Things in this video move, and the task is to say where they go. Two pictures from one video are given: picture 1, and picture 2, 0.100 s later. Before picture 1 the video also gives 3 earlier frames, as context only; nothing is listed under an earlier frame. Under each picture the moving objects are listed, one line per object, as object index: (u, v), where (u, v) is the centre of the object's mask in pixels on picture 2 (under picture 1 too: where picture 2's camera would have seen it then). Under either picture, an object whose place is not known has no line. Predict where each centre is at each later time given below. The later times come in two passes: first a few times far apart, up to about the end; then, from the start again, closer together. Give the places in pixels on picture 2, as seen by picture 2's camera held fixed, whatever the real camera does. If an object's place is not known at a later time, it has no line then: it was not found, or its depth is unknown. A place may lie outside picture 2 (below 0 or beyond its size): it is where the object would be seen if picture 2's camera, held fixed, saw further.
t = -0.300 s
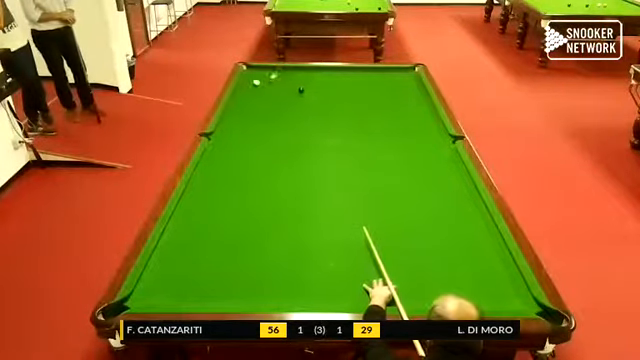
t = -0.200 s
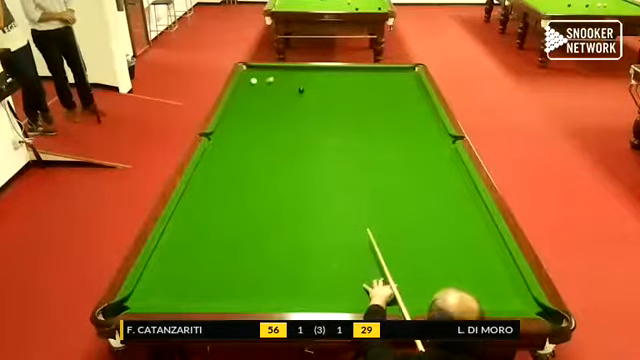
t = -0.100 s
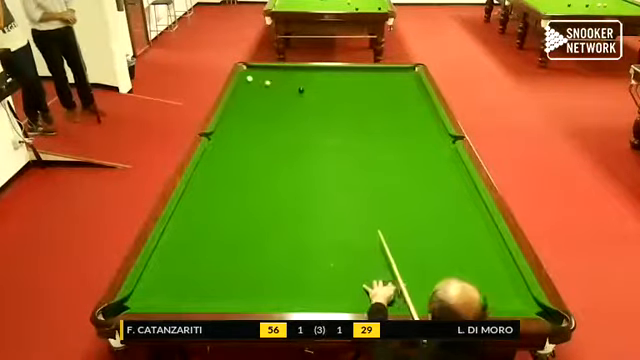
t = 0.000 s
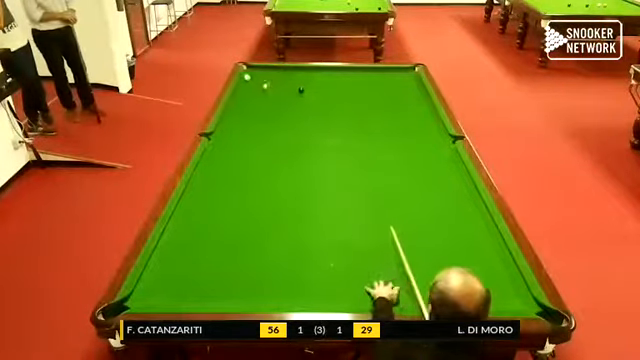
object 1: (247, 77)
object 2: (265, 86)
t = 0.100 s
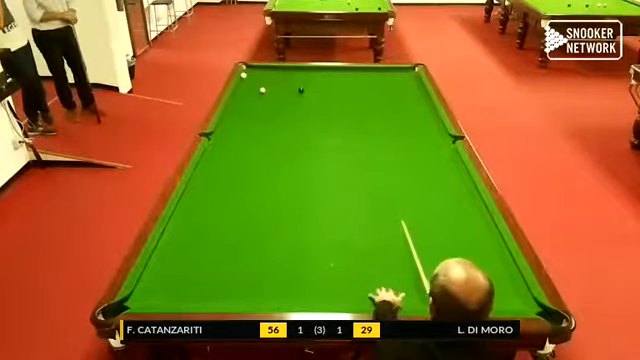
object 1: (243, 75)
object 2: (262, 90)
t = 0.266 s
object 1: (248, 72)
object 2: (256, 97)
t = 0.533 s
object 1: (256, 69)
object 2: (249, 107)
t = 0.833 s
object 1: (262, 66)
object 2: (239, 119)
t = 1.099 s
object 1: (266, 67)
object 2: (231, 131)
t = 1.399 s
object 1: (271, 70)
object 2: (220, 144)
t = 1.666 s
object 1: (274, 71)
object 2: (211, 157)
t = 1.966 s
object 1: (277, 72)
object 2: (197, 173)
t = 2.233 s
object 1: (279, 73)
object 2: (189, 188)
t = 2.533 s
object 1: (282, 74)
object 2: (184, 205)
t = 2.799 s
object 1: (283, 75)
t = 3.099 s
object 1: (284, 75)
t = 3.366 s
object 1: (285, 76)
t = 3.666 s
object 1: (285, 76)
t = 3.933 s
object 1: (285, 76)
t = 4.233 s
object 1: (285, 76)
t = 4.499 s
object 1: (285, 76)
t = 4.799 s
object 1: (285, 76)
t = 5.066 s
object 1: (285, 76)
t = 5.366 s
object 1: (285, 76)
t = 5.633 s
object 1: (285, 76)
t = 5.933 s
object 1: (285, 76)
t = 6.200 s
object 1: (285, 76)
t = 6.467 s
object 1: (285, 76)
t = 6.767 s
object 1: (285, 76)
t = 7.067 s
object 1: (285, 76)
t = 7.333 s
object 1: (285, 76)
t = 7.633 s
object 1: (285, 76)
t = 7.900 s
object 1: (285, 76)
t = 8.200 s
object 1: (285, 76)
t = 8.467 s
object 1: (285, 76)
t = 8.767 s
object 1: (285, 76)
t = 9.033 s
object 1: (285, 76)
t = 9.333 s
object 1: (285, 76)
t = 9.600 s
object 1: (285, 76)
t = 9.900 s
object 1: (285, 76)
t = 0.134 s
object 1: (244, 75)
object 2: (262, 91)
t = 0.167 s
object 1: (244, 75)
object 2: (260, 92)
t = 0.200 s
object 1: (246, 74)
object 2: (259, 94)
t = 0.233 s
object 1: (247, 73)
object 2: (257, 96)
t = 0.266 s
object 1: (248, 72)
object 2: (256, 97)
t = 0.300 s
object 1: (249, 72)
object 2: (255, 98)
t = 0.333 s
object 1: (251, 72)
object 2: (255, 100)
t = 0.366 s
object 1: (251, 72)
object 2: (253, 101)
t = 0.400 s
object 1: (253, 71)
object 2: (253, 102)
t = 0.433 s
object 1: (254, 70)
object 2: (252, 103)
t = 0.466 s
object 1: (254, 70)
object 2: (251, 104)
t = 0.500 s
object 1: (254, 70)
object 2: (250, 105)
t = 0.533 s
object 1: (256, 69)
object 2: (249, 107)
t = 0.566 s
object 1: (257, 69)
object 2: (248, 108)
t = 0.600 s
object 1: (257, 69)
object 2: (247, 109)
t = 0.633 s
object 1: (258, 68)
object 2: (245, 111)
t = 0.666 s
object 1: (259, 68)
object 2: (244, 112)
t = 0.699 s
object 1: (260, 68)
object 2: (243, 114)
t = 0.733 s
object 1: (260, 68)
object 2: (242, 115)
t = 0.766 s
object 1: (261, 67)
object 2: (241, 116)
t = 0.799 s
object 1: (261, 67)
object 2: (240, 118)
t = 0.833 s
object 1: (262, 66)
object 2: (239, 119)
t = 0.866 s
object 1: (262, 66)
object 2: (238, 120)
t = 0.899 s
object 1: (263, 66)
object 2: (237, 122)
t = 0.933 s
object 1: (264, 67)
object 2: (236, 123)
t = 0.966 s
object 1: (265, 67)
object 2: (235, 125)
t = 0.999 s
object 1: (265, 67)
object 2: (234, 126)
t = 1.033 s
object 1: (266, 67)
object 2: (233, 128)
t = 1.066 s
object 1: (266, 67)
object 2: (232, 129)
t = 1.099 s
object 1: (266, 67)
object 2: (231, 131)
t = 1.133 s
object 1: (266, 67)
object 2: (230, 132)
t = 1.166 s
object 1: (267, 67)
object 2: (229, 133)
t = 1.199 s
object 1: (267, 67)
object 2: (228, 135)
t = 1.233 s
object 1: (269, 69)
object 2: (227, 137)
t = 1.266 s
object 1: (269, 69)
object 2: (225, 138)
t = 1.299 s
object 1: (270, 69)
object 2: (224, 140)
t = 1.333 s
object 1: (270, 69)
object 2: (223, 141)
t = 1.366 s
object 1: (270, 70)
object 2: (221, 143)
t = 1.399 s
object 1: (271, 70)
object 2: (220, 144)
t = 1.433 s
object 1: (271, 70)
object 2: (219, 146)
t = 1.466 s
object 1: (271, 70)
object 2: (218, 148)
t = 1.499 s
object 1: (272, 70)
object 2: (216, 149)
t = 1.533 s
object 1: (273, 71)
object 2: (216, 151)
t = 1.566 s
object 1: (273, 71)
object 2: (215, 152)
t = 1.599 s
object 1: (273, 71)
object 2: (213, 154)
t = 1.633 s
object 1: (274, 71)
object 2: (211, 156)
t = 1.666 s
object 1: (274, 71)
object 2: (211, 157)
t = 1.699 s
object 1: (275, 71)
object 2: (209, 159)
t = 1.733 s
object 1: (275, 71)
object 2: (208, 161)
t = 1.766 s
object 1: (275, 72)
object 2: (206, 163)
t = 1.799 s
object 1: (275, 72)
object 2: (205, 164)
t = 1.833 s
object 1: (275, 72)
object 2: (204, 166)
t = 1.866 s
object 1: (276, 72)
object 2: (203, 168)
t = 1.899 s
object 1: (276, 72)
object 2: (202, 169)
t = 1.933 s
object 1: (277, 72)
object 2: (199, 172)
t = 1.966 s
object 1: (277, 72)
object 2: (197, 173)
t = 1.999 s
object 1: (277, 72)
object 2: (196, 175)
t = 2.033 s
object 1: (278, 73)
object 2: (195, 177)
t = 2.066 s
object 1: (278, 73)
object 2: (194, 179)
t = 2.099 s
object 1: (278, 73)
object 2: (192, 181)
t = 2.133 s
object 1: (278, 73)
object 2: (192, 183)
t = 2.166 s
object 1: (279, 73)
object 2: (191, 185)
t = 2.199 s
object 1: (279, 73)
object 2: (190, 186)
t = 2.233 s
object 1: (279, 73)
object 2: (189, 188)
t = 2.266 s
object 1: (280, 74)
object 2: (189, 190)
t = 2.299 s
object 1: (280, 74)
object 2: (188, 192)
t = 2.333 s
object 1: (280, 74)
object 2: (188, 194)
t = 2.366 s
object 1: (280, 74)
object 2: (187, 196)
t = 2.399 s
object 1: (280, 74)
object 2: (187, 198)
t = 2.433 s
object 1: (280, 74)
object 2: (186, 199)
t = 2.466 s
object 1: (281, 74)
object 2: (186, 201)
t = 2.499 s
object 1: (282, 74)
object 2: (185, 203)
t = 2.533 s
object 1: (282, 74)
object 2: (184, 205)
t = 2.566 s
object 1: (282, 74)
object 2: (183, 207)
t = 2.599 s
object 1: (282, 74)
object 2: (184, 209)
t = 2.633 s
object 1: (282, 75)
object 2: (183, 211)
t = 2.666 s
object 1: (282, 75)
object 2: (182, 213)
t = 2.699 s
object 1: (283, 75)
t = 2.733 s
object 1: (283, 75)
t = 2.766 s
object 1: (283, 75)
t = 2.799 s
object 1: (283, 75)
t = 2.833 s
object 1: (283, 75)
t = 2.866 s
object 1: (284, 75)
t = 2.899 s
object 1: (283, 75)
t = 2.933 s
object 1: (283, 75)
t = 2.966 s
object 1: (283, 75)
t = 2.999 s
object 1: (284, 75)
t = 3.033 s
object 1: (284, 75)
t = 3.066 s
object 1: (284, 75)
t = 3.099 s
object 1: (284, 75)
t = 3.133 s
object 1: (284, 75)
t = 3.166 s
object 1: (284, 75)
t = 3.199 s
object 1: (284, 75)
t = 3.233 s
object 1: (284, 75)
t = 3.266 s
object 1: (284, 75)
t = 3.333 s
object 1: (284, 75)
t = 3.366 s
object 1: (285, 76)
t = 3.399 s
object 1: (285, 76)
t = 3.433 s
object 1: (285, 76)
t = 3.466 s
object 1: (285, 76)
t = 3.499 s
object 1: (285, 76)
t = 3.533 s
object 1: (285, 76)
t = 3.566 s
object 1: (285, 76)
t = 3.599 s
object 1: (285, 76)
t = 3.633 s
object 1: (285, 76)
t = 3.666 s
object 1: (285, 76)
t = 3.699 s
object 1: (285, 76)
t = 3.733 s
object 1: (285, 76)
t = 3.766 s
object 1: (285, 76)
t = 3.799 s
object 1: (285, 76)
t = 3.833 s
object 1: (285, 76)
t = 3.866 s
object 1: (285, 76)
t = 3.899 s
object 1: (285, 76)
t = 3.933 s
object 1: (285, 76)
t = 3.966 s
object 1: (285, 76)
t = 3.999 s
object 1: (285, 76)
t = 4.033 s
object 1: (285, 76)
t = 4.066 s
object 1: (285, 76)
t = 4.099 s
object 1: (285, 76)
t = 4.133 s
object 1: (285, 76)
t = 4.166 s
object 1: (285, 76)
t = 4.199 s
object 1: (285, 76)
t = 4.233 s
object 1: (285, 76)
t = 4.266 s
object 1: (285, 76)
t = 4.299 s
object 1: (285, 76)
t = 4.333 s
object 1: (285, 76)
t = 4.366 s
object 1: (285, 76)
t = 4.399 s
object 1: (285, 76)
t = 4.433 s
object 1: (285, 76)
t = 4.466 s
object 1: (285, 76)
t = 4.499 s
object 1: (285, 76)
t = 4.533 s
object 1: (285, 76)
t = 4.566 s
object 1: (285, 76)
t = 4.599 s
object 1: (285, 76)
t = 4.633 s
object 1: (285, 76)
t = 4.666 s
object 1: (285, 76)
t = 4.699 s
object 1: (285, 76)
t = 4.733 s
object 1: (285, 76)
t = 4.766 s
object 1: (285, 76)
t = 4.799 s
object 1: (285, 76)
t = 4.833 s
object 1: (285, 76)
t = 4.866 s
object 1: (285, 76)
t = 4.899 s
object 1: (285, 76)
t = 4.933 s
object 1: (285, 76)
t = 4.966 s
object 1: (285, 76)
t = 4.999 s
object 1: (285, 76)
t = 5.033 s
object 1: (285, 76)
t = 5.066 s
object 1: (285, 76)
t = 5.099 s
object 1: (285, 76)
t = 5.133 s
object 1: (285, 76)
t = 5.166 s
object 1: (285, 76)
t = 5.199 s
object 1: (285, 76)
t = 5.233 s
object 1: (285, 76)
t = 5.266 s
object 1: (285, 76)
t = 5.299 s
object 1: (285, 76)
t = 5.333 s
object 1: (285, 76)
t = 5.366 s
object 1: (285, 76)
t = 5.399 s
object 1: (285, 76)
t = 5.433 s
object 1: (285, 76)
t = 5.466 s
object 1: (285, 76)
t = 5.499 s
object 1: (285, 76)
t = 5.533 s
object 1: (285, 76)
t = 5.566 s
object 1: (285, 76)
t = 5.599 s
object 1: (285, 76)
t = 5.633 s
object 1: (285, 76)
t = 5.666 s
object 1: (285, 76)
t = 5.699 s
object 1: (285, 76)
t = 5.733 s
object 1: (285, 76)
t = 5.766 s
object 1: (285, 76)
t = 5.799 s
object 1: (285, 76)
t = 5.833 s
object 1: (285, 76)
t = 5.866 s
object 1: (285, 76)
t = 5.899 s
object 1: (285, 76)
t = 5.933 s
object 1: (285, 76)
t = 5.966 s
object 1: (285, 76)
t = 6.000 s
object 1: (285, 76)
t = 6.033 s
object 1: (285, 76)
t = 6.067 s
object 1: (285, 76)
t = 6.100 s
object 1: (285, 76)
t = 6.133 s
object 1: (285, 76)
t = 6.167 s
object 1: (285, 76)
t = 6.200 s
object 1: (285, 76)
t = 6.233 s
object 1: (285, 76)
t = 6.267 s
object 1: (285, 76)
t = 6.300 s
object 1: (285, 76)
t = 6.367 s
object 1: (285, 76)
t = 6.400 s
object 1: (285, 76)
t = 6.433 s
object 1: (285, 76)
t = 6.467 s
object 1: (285, 76)
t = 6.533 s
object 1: (285, 76)
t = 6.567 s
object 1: (285, 76)
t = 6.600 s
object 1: (285, 76)
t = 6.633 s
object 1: (285, 76)
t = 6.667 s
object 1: (285, 76)
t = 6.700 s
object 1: (285, 76)
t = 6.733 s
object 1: (285, 76)
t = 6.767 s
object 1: (285, 76)
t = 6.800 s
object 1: (285, 76)
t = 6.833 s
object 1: (285, 76)
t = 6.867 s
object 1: (285, 76)
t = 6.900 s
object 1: (285, 76)
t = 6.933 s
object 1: (285, 76)
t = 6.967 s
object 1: (285, 76)
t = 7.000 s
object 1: (285, 76)
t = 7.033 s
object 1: (285, 76)
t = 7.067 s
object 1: (285, 76)
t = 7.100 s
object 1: (285, 76)
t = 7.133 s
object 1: (285, 76)
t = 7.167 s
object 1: (285, 76)
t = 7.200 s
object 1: (285, 76)
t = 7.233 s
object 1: (285, 76)
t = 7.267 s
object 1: (285, 76)
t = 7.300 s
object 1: (285, 76)
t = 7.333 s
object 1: (285, 76)
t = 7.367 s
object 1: (285, 76)
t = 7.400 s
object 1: (285, 76)
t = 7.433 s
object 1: (285, 76)
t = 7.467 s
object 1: (285, 76)
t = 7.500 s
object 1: (285, 76)
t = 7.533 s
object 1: (285, 76)
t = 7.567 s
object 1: (285, 76)
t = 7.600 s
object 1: (285, 76)
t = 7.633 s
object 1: (285, 76)
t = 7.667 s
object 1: (285, 76)
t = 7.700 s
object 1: (285, 76)
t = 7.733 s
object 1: (285, 76)
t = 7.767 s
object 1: (285, 76)
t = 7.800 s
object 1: (285, 76)
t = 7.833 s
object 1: (285, 76)
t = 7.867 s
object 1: (285, 76)
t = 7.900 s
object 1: (285, 76)
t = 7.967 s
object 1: (285, 76)
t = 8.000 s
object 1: (285, 76)
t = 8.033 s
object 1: (285, 76)
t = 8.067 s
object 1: (285, 76)
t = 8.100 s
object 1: (285, 76)
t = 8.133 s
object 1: (285, 76)
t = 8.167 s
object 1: (285, 76)
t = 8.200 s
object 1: (285, 76)
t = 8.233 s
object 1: (285, 76)
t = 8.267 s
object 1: (285, 76)
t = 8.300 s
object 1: (285, 76)
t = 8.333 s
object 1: (285, 76)
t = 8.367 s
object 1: (285, 76)
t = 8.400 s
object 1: (285, 76)
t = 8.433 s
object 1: (285, 76)
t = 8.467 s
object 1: (285, 76)
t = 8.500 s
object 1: (285, 76)
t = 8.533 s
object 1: (285, 76)
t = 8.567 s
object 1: (285, 76)
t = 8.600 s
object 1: (285, 76)
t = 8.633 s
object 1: (285, 76)
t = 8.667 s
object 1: (285, 76)
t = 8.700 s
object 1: (285, 76)
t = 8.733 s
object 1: (285, 76)
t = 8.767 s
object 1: (285, 76)
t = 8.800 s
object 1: (285, 76)
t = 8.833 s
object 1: (285, 76)
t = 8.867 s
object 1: (285, 76)
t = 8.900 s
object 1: (285, 76)
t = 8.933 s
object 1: (285, 76)
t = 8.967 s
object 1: (285, 76)
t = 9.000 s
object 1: (285, 76)
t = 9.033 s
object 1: (285, 76)
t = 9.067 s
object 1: (285, 76)
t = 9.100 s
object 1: (285, 76)
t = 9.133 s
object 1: (285, 76)
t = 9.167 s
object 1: (285, 76)
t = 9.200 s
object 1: (285, 76)
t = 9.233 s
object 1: (285, 76)
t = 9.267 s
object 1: (285, 76)
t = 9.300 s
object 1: (285, 76)
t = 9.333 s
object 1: (285, 76)
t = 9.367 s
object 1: (285, 76)
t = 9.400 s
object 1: (285, 76)
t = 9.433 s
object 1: (285, 76)
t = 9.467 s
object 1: (285, 76)
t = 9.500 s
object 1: (285, 76)
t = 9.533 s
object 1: (285, 76)
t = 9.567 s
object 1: (285, 76)
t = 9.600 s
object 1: (285, 76)
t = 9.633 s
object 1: (285, 76)
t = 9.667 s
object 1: (285, 76)
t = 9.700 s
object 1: (285, 76)
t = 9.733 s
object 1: (285, 76)
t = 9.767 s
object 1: (285, 76)
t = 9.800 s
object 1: (285, 76)
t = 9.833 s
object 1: (285, 76)
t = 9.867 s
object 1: (285, 76)
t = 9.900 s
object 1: (285, 76)
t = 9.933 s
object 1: (285, 76)
